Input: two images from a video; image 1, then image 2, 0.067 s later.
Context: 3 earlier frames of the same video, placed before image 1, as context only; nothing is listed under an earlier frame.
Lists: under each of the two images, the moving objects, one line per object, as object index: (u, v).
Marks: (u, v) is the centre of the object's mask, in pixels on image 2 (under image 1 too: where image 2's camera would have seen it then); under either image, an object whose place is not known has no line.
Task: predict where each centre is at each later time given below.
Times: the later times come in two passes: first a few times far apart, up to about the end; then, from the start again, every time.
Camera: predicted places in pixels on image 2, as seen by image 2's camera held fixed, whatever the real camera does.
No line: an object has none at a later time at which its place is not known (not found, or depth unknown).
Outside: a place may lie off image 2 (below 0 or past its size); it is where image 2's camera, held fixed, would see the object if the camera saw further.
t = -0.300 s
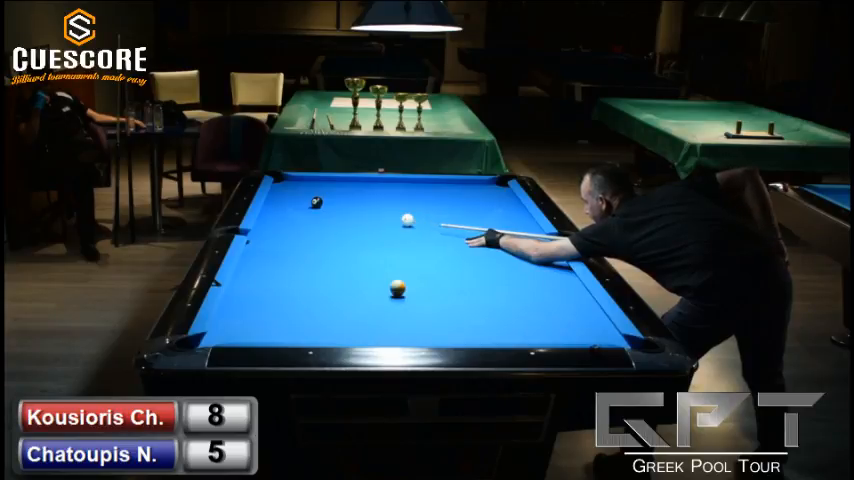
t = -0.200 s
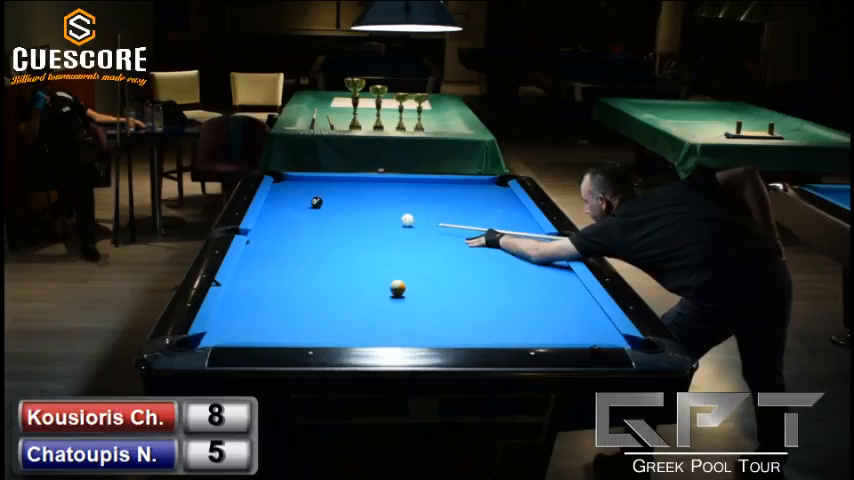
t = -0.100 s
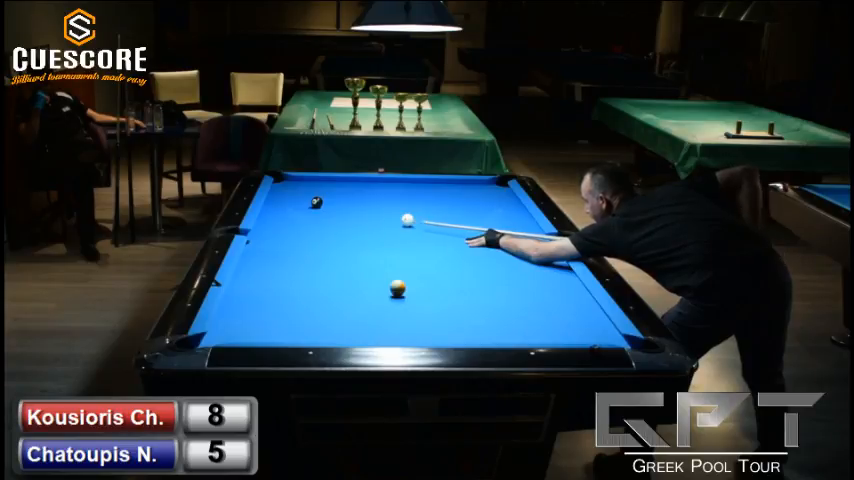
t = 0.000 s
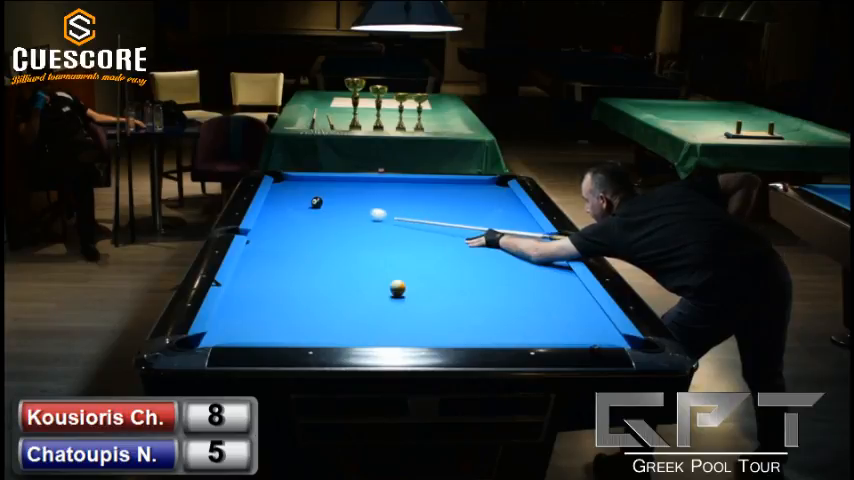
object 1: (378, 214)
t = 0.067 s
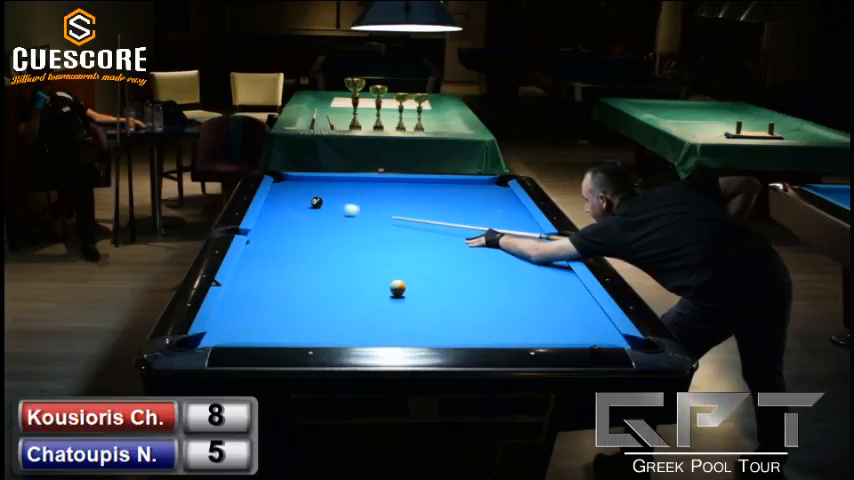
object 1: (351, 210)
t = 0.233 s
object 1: (299, 205)
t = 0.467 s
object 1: (282, 207)
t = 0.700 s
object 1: (309, 212)
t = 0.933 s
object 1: (335, 216)
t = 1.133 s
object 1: (357, 219)
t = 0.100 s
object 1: (339, 207)
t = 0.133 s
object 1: (327, 206)
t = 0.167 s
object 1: (316, 204)
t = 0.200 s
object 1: (308, 205)
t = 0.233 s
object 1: (299, 205)
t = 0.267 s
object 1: (291, 206)
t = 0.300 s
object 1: (283, 205)
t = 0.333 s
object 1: (275, 206)
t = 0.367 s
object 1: (268, 206)
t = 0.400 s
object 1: (273, 206)
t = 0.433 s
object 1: (278, 207)
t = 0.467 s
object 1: (282, 207)
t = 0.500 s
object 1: (287, 208)
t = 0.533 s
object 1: (291, 209)
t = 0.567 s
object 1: (294, 209)
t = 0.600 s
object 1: (298, 210)
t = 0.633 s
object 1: (302, 210)
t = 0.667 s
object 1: (305, 211)
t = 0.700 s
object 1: (309, 212)
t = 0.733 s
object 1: (312, 212)
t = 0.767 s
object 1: (316, 213)
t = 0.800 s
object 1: (320, 213)
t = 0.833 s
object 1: (324, 214)
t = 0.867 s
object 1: (327, 214)
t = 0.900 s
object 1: (331, 215)
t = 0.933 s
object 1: (335, 216)
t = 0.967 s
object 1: (339, 216)
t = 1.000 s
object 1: (342, 217)
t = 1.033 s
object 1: (345, 217)
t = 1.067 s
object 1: (349, 218)
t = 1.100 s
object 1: (353, 218)
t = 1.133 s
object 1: (357, 219)
